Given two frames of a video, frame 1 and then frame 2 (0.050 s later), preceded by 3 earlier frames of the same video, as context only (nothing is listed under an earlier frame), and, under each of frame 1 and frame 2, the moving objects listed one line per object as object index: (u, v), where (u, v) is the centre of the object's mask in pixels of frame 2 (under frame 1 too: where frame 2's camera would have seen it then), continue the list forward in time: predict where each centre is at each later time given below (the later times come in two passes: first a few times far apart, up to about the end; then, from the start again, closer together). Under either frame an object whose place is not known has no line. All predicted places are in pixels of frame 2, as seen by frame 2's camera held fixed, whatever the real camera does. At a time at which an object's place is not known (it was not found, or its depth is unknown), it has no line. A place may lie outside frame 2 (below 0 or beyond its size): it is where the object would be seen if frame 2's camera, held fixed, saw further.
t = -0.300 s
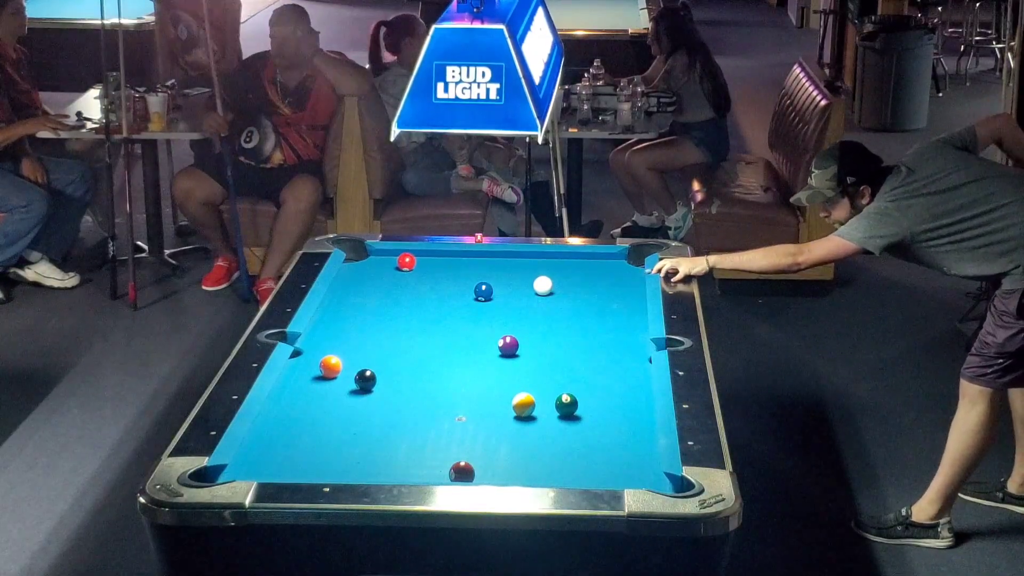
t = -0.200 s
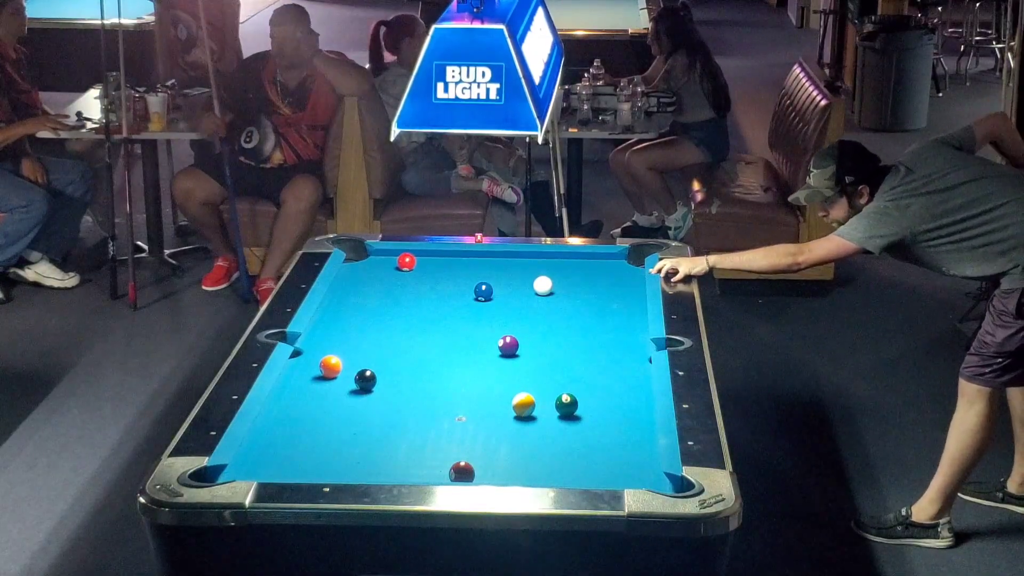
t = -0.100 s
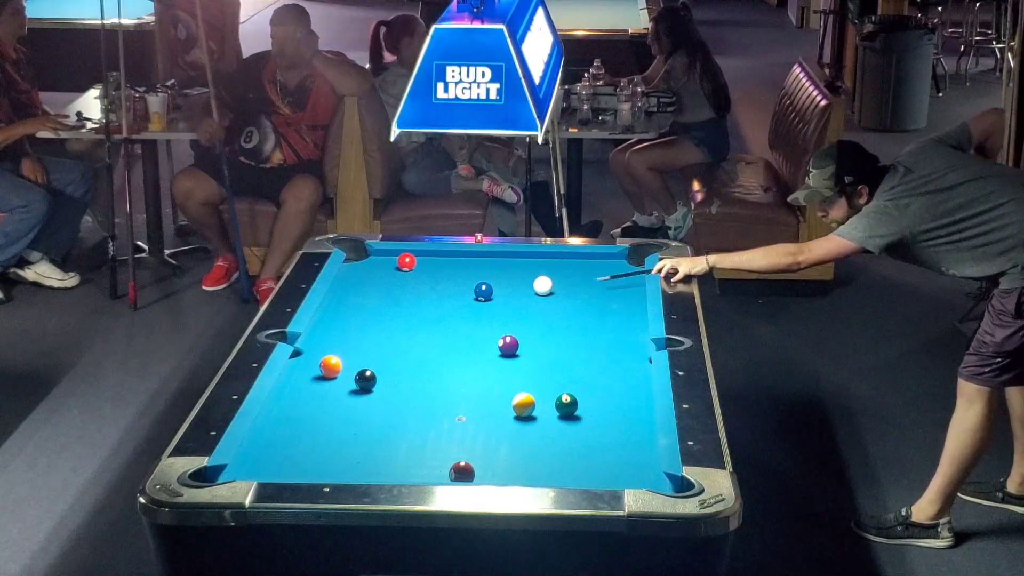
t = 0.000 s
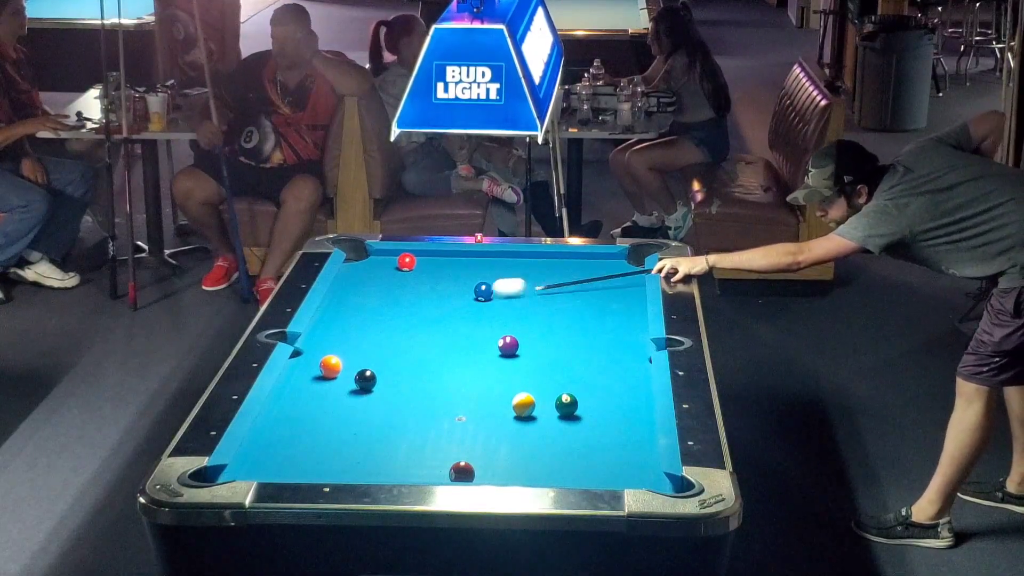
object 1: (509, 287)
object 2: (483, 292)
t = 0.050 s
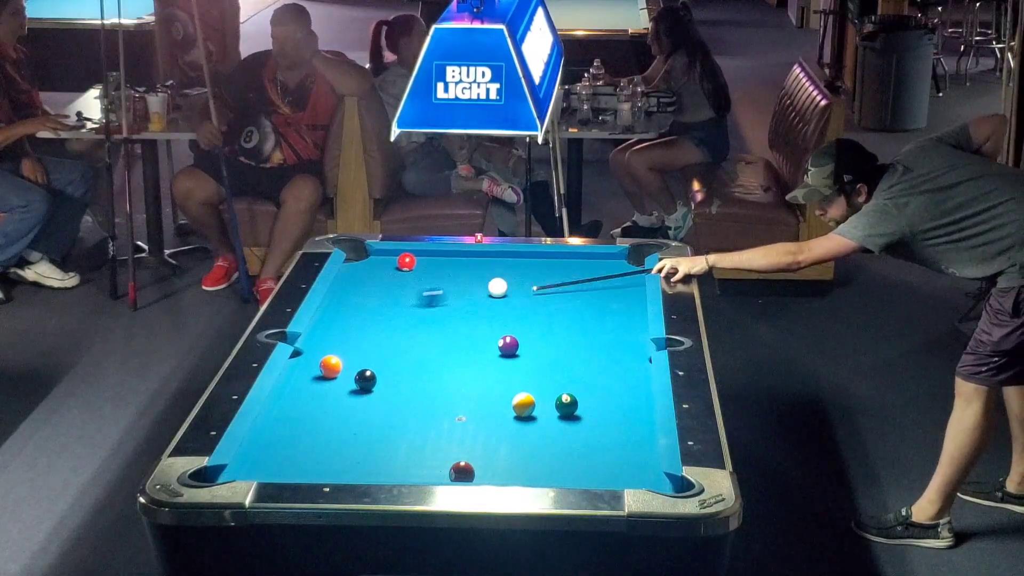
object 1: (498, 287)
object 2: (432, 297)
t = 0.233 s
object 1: (495, 283)
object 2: (378, 315)
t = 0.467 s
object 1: (494, 279)
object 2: (494, 330)
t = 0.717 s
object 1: (492, 274)
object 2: (612, 345)
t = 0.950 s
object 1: (491, 271)
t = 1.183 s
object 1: (490, 268)
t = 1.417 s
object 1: (489, 266)
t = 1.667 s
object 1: (488, 265)
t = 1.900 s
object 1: (487, 264)
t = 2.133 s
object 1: (487, 264)
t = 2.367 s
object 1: (488, 264)
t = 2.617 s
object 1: (487, 264)
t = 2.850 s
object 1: (487, 264)
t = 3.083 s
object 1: (488, 264)
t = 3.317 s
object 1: (487, 264)
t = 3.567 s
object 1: (487, 264)
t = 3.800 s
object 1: (487, 264)
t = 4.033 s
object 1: (488, 264)
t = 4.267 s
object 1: (487, 264)
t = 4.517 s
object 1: (488, 264)
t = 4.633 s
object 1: (487, 264)
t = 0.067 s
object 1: (497, 287)
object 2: (412, 300)
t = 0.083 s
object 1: (496, 287)
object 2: (392, 302)
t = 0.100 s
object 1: (496, 286)
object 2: (373, 304)
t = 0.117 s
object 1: (495, 286)
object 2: (356, 305)
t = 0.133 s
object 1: (495, 285)
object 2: (332, 308)
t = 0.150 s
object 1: (495, 285)
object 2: (327, 310)
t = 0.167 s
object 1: (495, 285)
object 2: (337, 310)
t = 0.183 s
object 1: (495, 284)
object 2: (348, 312)
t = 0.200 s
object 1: (495, 284)
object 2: (359, 313)
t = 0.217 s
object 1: (495, 284)
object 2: (369, 313)
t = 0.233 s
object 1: (495, 283)
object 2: (378, 315)
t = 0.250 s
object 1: (495, 283)
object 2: (387, 316)
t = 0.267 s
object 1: (495, 283)
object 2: (396, 318)
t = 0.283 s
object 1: (495, 282)
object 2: (406, 319)
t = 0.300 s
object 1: (495, 282)
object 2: (414, 320)
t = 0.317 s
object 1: (494, 282)
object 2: (423, 321)
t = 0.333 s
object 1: (494, 281)
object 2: (431, 321)
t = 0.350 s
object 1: (494, 281)
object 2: (440, 322)
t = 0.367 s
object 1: (494, 281)
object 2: (448, 324)
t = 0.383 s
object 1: (494, 280)
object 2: (456, 325)
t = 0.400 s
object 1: (494, 280)
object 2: (464, 326)
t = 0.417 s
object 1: (494, 279)
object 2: (471, 327)
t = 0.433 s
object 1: (494, 279)
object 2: (478, 327)
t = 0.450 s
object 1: (494, 279)
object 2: (487, 328)
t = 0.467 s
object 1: (494, 279)
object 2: (494, 330)
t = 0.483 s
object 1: (494, 278)
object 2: (502, 329)
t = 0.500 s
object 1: (494, 278)
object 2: (511, 329)
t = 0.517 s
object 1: (494, 278)
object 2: (518, 332)
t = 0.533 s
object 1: (494, 277)
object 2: (525, 334)
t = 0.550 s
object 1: (493, 277)
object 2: (534, 334)
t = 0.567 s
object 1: (493, 277)
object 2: (542, 336)
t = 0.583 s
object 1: (493, 276)
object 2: (550, 337)
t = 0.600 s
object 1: (493, 276)
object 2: (558, 338)
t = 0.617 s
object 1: (493, 276)
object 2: (564, 339)
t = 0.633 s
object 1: (493, 276)
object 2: (572, 340)
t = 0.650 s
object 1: (493, 275)
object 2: (581, 341)
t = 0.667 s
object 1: (493, 275)
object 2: (589, 342)
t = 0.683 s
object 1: (493, 275)
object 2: (597, 343)
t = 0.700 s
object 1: (493, 275)
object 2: (605, 344)
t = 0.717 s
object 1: (492, 274)
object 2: (612, 345)
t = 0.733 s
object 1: (492, 274)
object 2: (620, 346)
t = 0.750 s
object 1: (492, 274)
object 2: (629, 347)
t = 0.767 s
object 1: (492, 274)
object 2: (637, 348)
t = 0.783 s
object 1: (492, 273)
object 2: (644, 350)
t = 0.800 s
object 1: (492, 273)
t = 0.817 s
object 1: (492, 273)
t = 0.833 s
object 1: (492, 273)
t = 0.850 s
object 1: (492, 272)
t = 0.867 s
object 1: (492, 272)
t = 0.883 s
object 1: (491, 272)
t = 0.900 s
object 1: (491, 272)
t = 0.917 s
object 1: (491, 271)
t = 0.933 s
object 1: (491, 271)
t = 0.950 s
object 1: (491, 271)
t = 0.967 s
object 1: (491, 271)
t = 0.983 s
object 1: (491, 271)
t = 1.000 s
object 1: (491, 270)
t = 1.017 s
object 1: (491, 270)
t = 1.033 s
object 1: (491, 270)
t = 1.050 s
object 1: (490, 270)
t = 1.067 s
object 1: (490, 270)
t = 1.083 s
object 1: (490, 269)
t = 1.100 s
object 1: (490, 269)
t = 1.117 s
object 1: (490, 269)
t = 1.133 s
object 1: (490, 269)
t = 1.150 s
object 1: (490, 269)
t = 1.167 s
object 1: (490, 269)
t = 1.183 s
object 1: (490, 268)
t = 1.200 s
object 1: (490, 268)
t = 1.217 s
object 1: (490, 268)
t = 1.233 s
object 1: (489, 268)
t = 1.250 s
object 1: (489, 268)
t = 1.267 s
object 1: (489, 268)
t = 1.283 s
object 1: (489, 267)
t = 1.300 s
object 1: (489, 267)
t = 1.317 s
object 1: (489, 267)
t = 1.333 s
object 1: (489, 267)
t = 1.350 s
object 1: (489, 267)
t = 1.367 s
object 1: (489, 267)
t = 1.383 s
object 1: (489, 267)
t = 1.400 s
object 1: (489, 267)
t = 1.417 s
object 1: (489, 266)
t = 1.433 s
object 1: (489, 266)
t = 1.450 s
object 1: (489, 266)
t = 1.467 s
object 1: (489, 266)
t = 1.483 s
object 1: (489, 266)
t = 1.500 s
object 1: (489, 266)
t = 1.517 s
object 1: (489, 266)
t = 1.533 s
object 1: (488, 265)
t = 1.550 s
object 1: (488, 265)
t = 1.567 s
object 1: (488, 265)
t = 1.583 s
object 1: (488, 265)
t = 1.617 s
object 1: (488, 265)
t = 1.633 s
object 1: (488, 265)
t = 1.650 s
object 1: (488, 265)
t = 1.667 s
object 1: (488, 265)
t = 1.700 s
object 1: (488, 264)
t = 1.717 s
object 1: (488, 264)
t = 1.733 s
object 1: (487, 264)
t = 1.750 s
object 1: (487, 264)
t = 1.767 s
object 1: (487, 264)
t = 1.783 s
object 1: (487, 264)
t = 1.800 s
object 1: (487, 264)
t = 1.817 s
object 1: (487, 264)
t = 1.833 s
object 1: (487, 264)
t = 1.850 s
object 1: (487, 264)
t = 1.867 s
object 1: (487, 264)
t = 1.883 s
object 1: (487, 264)
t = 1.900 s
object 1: (487, 264)
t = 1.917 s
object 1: (487, 264)
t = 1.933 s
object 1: (487, 264)
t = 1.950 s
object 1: (487, 264)
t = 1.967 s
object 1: (487, 264)
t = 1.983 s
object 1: (487, 264)
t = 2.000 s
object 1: (487, 264)
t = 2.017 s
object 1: (487, 264)
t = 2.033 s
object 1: (487, 264)
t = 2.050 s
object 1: (487, 264)
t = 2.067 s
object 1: (487, 264)
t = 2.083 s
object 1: (487, 264)
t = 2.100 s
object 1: (487, 264)
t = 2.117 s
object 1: (487, 264)
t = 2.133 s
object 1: (487, 264)
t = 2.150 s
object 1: (487, 264)
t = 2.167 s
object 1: (487, 264)
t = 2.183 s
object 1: (487, 264)
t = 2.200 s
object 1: (487, 264)
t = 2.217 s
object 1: (487, 264)
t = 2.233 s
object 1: (487, 264)
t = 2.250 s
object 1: (487, 264)
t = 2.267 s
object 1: (488, 264)
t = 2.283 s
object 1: (488, 264)
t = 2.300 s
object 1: (487, 264)
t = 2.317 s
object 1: (487, 264)
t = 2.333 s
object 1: (487, 264)
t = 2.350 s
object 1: (488, 264)
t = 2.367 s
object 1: (488, 264)
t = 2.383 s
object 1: (488, 264)
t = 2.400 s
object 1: (487, 264)
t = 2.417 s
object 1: (487, 264)
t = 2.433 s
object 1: (488, 264)
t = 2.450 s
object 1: (488, 264)
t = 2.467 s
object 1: (488, 264)
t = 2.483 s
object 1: (487, 264)
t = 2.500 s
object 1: (487, 264)
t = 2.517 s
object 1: (487, 264)
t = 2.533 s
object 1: (488, 264)
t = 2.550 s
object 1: (488, 264)
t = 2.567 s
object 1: (488, 264)
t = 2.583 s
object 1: (488, 264)
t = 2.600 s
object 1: (487, 264)
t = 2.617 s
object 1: (487, 264)
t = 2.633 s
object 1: (487, 264)
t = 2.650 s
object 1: (487, 264)
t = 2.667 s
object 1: (487, 264)
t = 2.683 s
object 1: (488, 264)
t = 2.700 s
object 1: (487, 264)
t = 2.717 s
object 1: (487, 264)
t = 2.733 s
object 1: (487, 264)
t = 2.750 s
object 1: (487, 264)
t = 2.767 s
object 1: (487, 264)
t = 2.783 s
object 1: (488, 264)
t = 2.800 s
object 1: (488, 264)
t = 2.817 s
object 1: (487, 264)
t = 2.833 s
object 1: (488, 264)
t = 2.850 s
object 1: (487, 264)
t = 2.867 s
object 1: (487, 264)
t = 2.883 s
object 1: (487, 264)
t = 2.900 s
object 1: (487, 264)
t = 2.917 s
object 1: (488, 264)
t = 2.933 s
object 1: (488, 264)
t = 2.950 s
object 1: (487, 264)
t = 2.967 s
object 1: (487, 264)
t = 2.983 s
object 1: (487, 264)
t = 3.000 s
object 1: (488, 264)
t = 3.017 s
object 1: (488, 264)
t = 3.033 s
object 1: (487, 264)
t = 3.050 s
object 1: (488, 264)
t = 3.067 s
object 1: (488, 264)
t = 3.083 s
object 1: (488, 264)
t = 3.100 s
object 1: (488, 264)
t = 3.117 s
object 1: (488, 264)
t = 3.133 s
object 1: (488, 264)
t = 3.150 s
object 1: (488, 264)
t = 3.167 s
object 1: (488, 264)
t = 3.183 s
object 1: (487, 264)
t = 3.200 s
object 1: (488, 264)
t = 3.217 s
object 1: (488, 264)
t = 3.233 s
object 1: (488, 264)
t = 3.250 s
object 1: (487, 264)
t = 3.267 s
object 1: (488, 264)
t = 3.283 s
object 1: (487, 264)
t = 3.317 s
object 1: (487, 264)
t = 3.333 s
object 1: (487, 264)
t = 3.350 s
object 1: (487, 264)
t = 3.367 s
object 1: (488, 264)
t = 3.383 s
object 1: (487, 264)
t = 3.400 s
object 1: (488, 264)
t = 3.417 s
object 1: (488, 264)
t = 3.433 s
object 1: (487, 264)
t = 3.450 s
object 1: (488, 264)
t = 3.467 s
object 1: (487, 264)
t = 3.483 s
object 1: (487, 264)
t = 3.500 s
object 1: (487, 264)
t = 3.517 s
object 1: (488, 264)
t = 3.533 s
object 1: (488, 264)
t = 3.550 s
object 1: (487, 264)
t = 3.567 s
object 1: (487, 264)
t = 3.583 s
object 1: (487, 264)
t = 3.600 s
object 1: (487, 264)
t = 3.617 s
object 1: (487, 264)
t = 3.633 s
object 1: (488, 264)
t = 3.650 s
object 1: (487, 264)
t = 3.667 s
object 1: (488, 264)
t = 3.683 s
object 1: (487, 264)
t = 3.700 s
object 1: (487, 264)
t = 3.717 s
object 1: (487, 264)
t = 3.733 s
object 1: (487, 264)
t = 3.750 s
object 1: (487, 264)
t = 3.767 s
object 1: (487, 264)
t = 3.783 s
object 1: (487, 264)
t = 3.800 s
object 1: (487, 264)
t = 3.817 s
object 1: (487, 264)
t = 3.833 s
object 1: (487, 264)
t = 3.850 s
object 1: (487, 264)
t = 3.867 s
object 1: (487, 264)
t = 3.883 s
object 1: (487, 264)
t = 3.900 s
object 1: (487, 264)
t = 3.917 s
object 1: (487, 264)
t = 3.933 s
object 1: (487, 264)
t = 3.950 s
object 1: (487, 264)
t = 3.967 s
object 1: (488, 264)
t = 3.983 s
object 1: (487, 264)
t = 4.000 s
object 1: (487, 264)
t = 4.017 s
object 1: (488, 264)
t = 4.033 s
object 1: (488, 264)
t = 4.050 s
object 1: (488, 264)
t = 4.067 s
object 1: (487, 264)
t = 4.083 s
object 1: (487, 264)
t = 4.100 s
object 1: (487, 264)
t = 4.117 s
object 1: (487, 264)
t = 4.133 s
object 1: (487, 264)
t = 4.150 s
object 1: (487, 264)
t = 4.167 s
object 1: (488, 264)
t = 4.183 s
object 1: (488, 264)
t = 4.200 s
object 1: (488, 264)
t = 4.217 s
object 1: (488, 264)
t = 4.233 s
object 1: (488, 264)
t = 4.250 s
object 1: (487, 264)
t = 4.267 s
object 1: (487, 264)
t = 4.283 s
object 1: (488, 264)
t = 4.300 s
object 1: (488, 264)
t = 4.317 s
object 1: (487, 264)
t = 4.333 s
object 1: (488, 264)
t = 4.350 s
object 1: (488, 264)
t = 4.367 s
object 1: (488, 264)
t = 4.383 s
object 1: (488, 264)
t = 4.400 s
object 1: (488, 264)
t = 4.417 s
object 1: (488, 264)
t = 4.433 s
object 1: (488, 264)
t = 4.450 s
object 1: (488, 264)
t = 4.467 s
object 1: (488, 264)
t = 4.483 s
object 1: (488, 264)
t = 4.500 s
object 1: (488, 264)
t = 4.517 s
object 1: (488, 264)
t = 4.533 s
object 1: (488, 264)
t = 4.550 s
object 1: (488, 264)
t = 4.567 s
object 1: (487, 264)
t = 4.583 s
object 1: (488, 264)
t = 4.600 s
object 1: (487, 264)
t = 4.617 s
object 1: (487, 264)
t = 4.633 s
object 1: (487, 264)
